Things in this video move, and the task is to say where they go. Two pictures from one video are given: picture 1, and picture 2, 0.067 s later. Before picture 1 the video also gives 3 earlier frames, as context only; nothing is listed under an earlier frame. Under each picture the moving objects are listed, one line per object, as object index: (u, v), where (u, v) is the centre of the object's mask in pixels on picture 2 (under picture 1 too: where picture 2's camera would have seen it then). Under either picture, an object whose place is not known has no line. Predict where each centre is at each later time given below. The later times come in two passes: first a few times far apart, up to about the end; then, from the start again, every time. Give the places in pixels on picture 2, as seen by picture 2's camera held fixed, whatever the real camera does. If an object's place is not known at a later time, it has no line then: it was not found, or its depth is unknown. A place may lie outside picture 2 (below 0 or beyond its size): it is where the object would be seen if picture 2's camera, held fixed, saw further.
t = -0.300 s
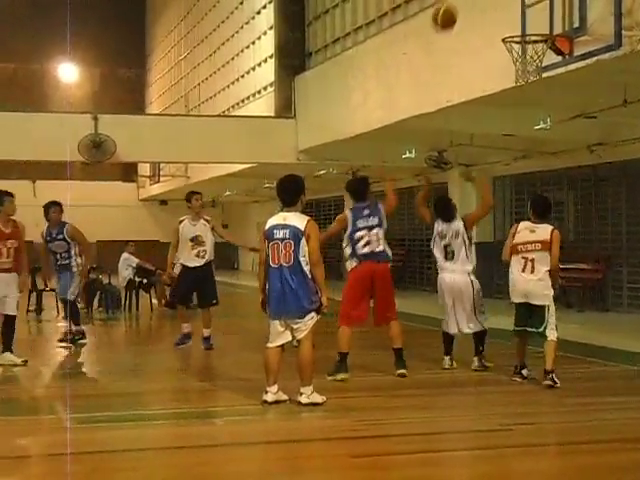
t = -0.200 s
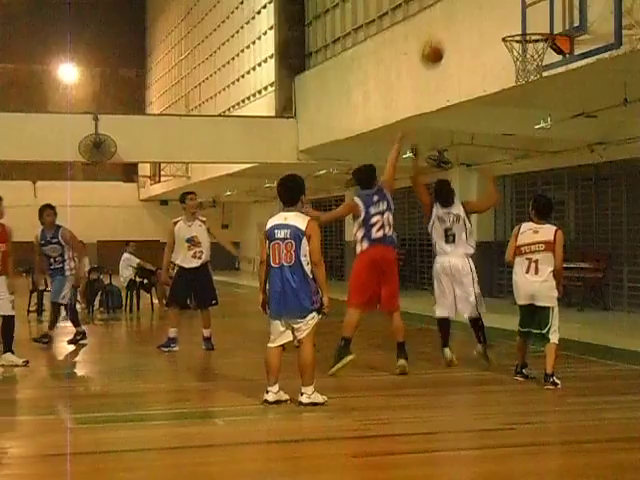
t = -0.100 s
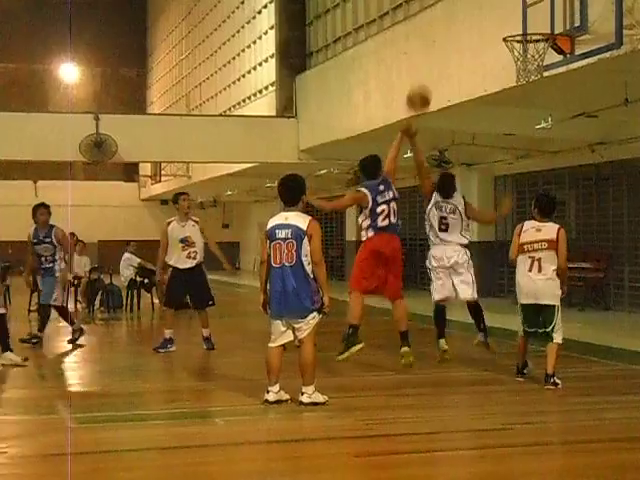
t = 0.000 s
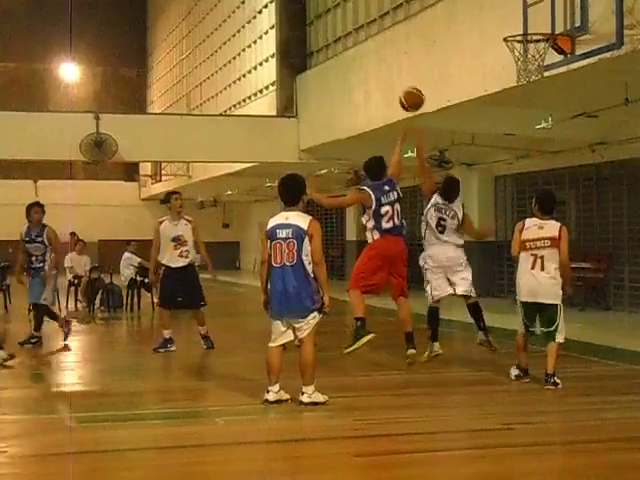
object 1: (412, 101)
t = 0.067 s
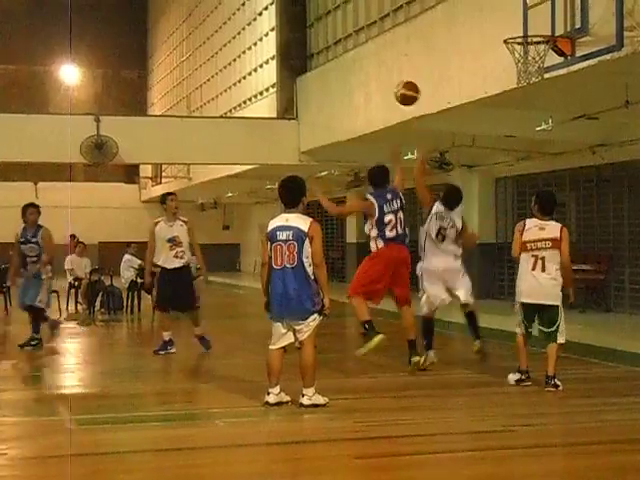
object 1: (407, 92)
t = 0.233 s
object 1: (395, 92)
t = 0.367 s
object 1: (387, 110)
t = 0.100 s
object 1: (404, 90)
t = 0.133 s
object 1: (402, 89)
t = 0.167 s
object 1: (400, 89)
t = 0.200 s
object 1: (398, 90)
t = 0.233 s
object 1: (395, 92)
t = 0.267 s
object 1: (393, 95)
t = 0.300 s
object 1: (391, 99)
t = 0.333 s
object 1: (389, 104)
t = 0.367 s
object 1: (387, 110)
